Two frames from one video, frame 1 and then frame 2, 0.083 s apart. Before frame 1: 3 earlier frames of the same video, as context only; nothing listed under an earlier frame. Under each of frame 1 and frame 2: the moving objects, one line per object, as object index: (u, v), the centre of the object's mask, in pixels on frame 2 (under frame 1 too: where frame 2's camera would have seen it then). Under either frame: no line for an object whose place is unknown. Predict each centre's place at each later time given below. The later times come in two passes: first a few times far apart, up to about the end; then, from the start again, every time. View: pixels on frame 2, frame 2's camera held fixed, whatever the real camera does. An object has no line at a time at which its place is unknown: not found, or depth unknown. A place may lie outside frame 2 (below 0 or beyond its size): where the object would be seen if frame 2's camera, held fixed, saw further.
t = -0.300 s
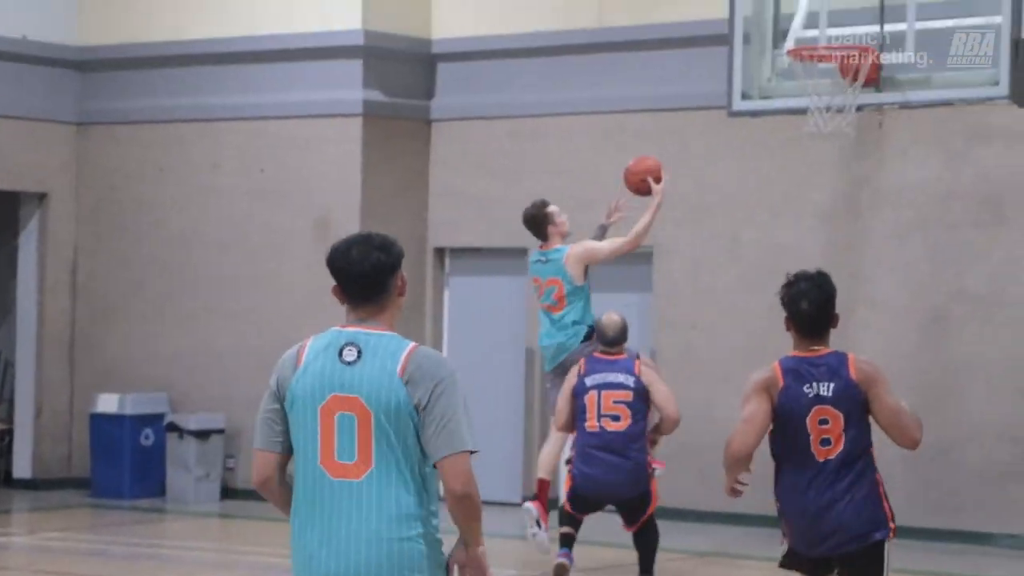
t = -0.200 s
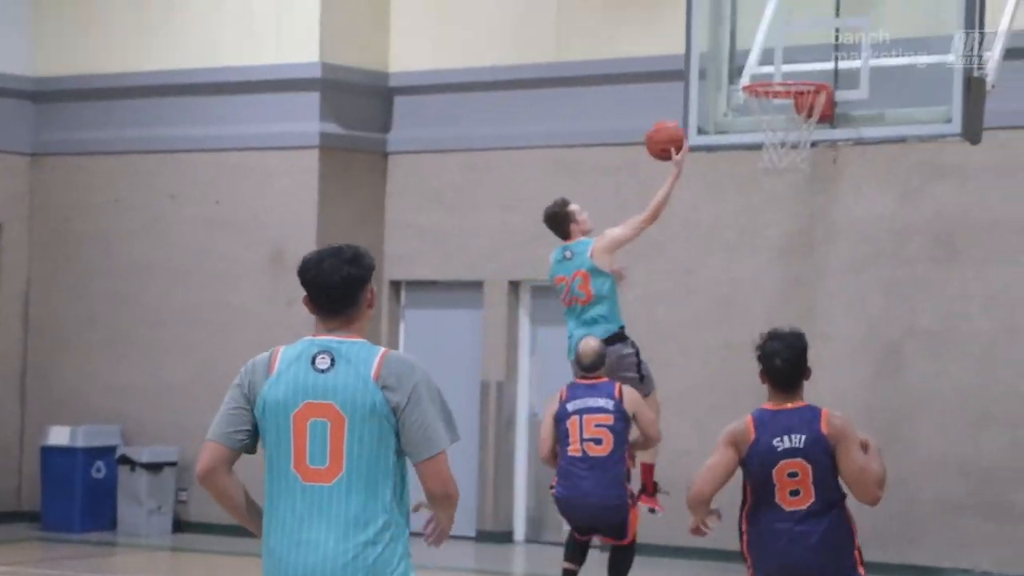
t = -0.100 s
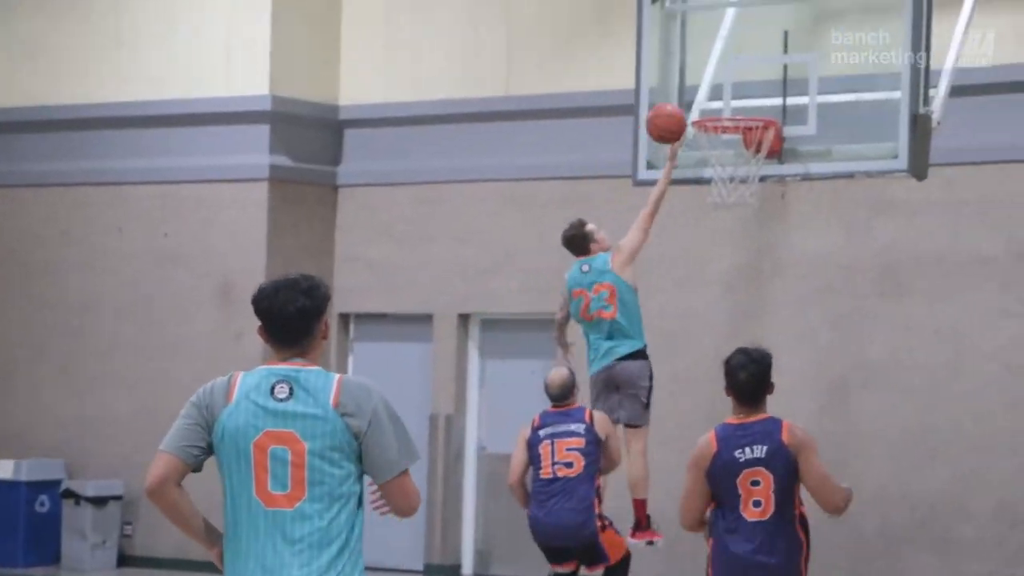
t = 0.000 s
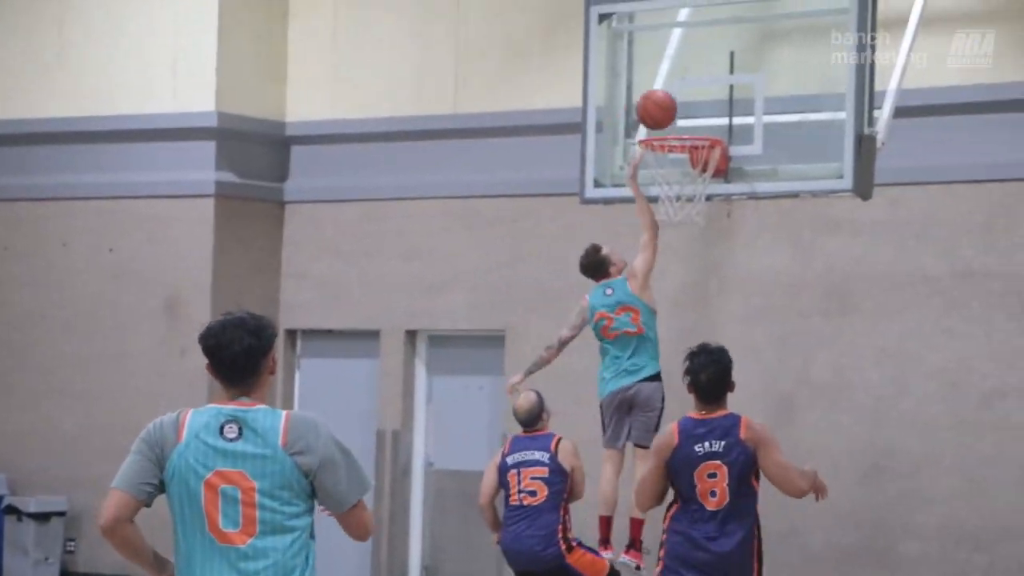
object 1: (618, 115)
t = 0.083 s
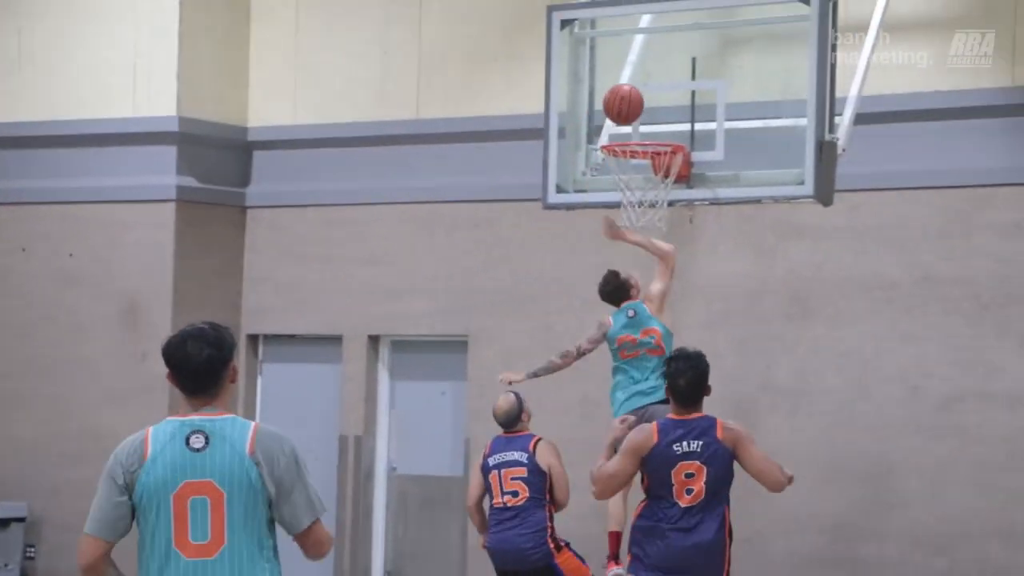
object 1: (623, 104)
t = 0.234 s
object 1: (628, 112)
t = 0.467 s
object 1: (657, 163)
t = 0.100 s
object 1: (624, 103)
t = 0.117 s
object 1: (624, 103)
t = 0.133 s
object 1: (625, 103)
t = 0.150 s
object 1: (626, 103)
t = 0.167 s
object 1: (626, 104)
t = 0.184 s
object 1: (627, 105)
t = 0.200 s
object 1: (627, 107)
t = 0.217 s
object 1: (628, 109)
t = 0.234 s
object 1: (628, 112)
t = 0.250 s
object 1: (629, 116)
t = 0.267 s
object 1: (630, 120)
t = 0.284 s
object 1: (630, 123)
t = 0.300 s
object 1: (630, 126)
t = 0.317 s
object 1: (630, 129)
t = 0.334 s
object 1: (634, 130)
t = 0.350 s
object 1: (637, 130)
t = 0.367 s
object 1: (639, 138)
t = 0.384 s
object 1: (643, 141)
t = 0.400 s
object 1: (646, 145)
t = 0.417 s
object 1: (648, 148)
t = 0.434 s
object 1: (650, 153)
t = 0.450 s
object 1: (655, 160)
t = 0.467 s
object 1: (657, 163)
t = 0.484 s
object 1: (654, 166)
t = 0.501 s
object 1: (654, 169)
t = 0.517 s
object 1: (656, 173)
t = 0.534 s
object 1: (652, 182)
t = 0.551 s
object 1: (650, 188)
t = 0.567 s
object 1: (648, 195)
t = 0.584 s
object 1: (648, 200)
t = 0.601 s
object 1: (647, 207)
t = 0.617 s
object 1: (645, 213)
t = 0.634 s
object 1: (643, 221)
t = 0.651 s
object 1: (641, 230)
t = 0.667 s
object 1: (640, 241)
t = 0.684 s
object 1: (639, 247)
